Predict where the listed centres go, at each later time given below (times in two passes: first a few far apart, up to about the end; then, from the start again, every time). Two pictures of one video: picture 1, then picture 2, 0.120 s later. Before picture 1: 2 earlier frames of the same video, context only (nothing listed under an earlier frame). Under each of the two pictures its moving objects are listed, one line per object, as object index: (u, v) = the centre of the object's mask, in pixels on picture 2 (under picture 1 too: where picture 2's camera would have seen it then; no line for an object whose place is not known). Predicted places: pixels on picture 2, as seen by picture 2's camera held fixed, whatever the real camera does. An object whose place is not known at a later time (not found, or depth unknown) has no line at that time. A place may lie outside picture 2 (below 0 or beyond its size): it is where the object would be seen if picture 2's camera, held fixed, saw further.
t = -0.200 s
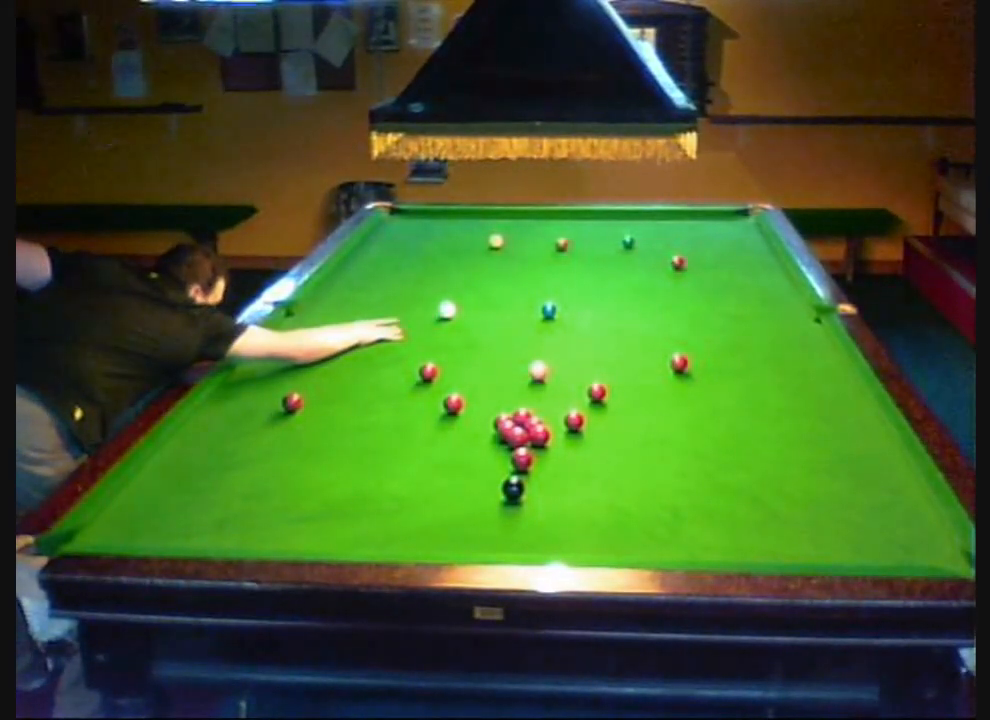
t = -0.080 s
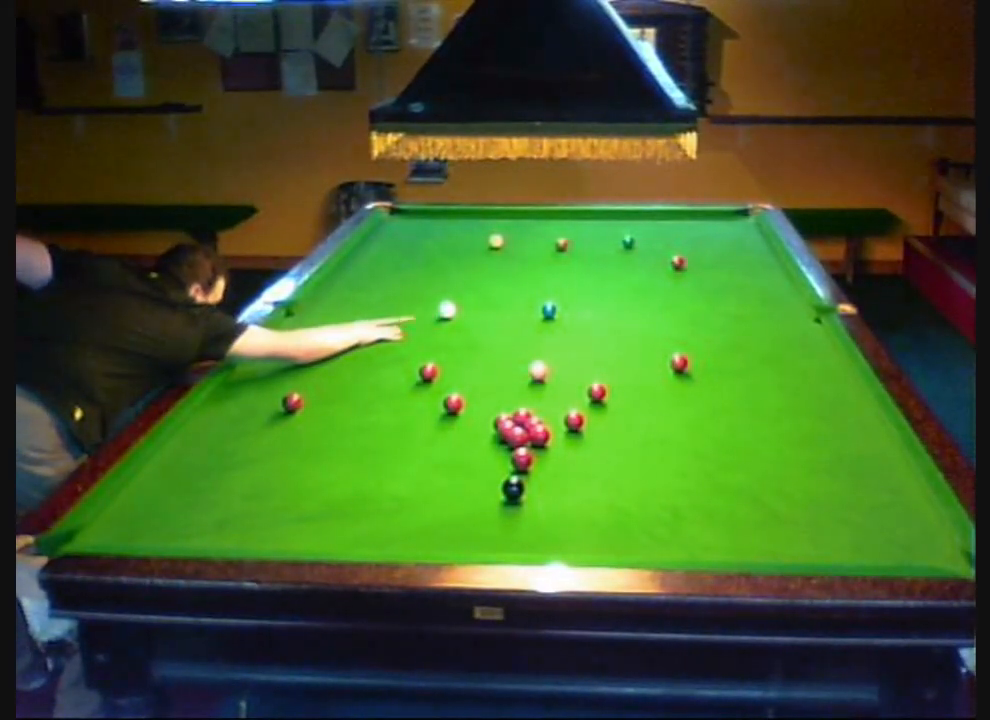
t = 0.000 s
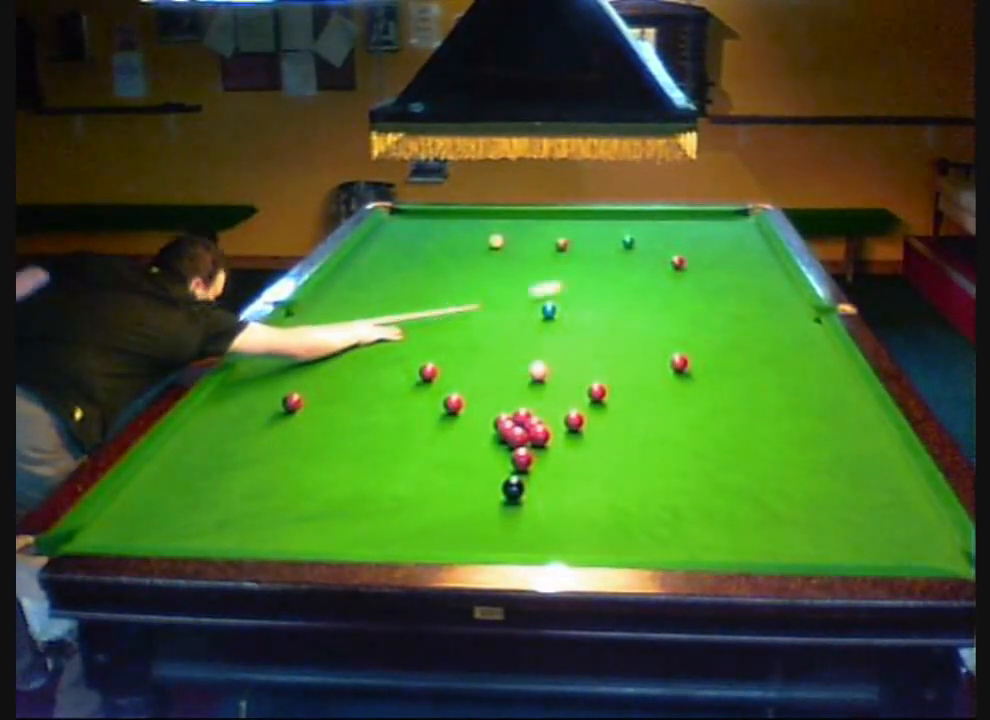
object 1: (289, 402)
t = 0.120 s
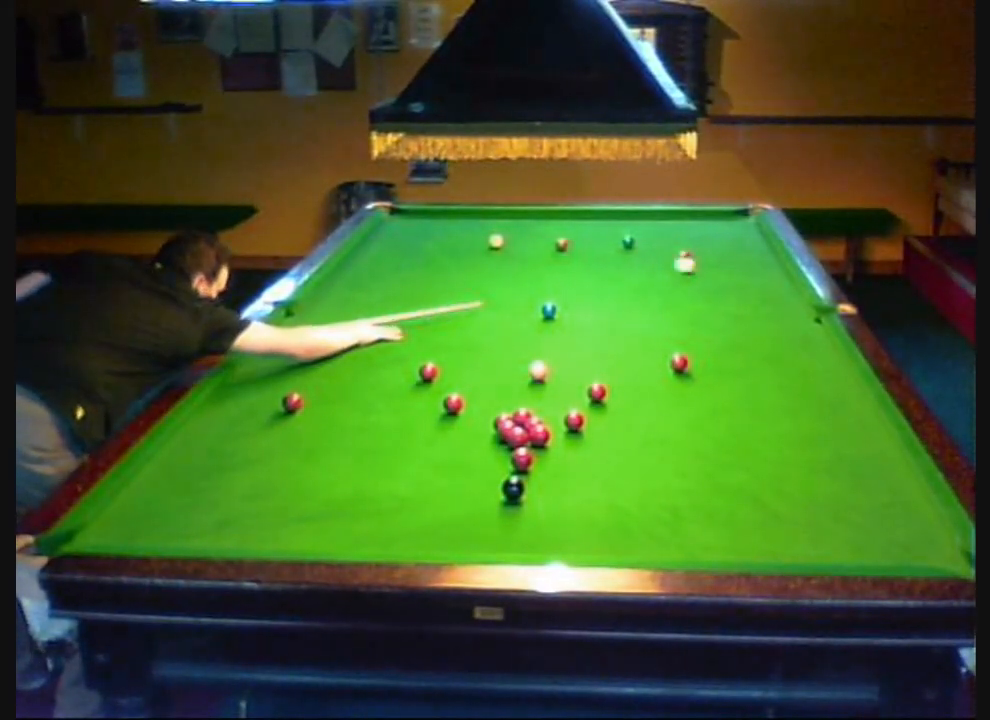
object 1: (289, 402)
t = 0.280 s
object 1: (289, 402)
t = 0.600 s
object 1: (289, 402)
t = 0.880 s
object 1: (289, 402)
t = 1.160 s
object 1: (289, 402)
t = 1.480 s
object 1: (289, 402)
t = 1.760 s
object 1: (289, 402)
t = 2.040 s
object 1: (288, 405)
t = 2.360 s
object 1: (286, 413)
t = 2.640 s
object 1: (285, 415)
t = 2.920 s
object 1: (288, 415)
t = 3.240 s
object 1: (284, 417)
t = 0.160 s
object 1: (289, 402)
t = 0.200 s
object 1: (289, 402)
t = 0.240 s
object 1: (289, 402)
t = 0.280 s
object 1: (289, 402)
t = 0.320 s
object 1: (289, 402)
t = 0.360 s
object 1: (289, 402)
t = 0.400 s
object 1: (289, 402)
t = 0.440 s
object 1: (289, 402)
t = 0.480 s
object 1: (289, 402)
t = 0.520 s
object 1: (289, 402)
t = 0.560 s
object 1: (289, 402)
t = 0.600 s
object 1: (289, 402)
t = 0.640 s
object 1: (289, 402)
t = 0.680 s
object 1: (289, 402)
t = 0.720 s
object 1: (289, 402)
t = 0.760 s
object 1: (289, 402)
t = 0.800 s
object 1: (289, 402)
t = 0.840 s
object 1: (289, 402)
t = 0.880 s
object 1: (289, 402)
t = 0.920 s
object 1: (289, 402)
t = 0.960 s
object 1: (289, 402)
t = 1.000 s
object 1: (289, 402)
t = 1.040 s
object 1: (289, 402)
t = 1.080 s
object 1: (289, 402)
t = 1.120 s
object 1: (289, 402)
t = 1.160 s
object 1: (289, 402)
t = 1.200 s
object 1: (289, 402)
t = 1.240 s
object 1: (289, 402)
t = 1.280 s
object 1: (289, 402)
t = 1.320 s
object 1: (289, 402)
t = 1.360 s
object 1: (289, 402)
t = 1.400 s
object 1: (289, 402)
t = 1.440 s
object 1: (289, 402)
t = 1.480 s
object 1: (289, 402)
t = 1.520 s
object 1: (289, 402)
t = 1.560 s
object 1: (289, 402)
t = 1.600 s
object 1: (289, 402)
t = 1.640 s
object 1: (289, 402)
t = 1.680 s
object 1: (289, 402)
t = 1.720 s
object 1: (289, 402)
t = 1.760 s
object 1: (289, 402)
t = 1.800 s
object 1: (289, 402)
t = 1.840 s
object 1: (289, 402)
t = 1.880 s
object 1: (289, 402)
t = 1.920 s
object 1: (288, 403)
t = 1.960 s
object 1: (291, 404)
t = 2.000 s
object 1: (291, 405)
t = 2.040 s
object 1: (288, 405)
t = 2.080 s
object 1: (287, 407)
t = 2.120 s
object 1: (287, 408)
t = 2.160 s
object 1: (286, 409)
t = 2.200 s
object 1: (288, 410)
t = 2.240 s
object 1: (285, 410)
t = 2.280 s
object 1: (287, 412)
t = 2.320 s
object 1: (286, 412)
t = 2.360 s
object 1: (286, 413)
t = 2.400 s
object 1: (285, 413)
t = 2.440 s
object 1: (285, 414)
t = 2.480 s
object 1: (284, 414)
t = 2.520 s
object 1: (285, 415)
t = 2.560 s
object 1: (285, 415)
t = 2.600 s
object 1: (285, 415)
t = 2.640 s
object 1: (285, 415)
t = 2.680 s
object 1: (285, 415)
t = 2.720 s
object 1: (285, 415)
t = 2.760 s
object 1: (285, 415)
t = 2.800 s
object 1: (286, 415)
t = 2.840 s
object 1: (287, 416)
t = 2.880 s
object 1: (288, 415)
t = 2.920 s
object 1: (288, 415)
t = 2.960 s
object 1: (286, 415)
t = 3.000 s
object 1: (286, 416)
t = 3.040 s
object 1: (286, 416)
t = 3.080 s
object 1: (284, 417)
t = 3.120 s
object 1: (284, 417)
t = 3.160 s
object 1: (284, 417)
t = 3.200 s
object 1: (284, 416)
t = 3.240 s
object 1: (284, 417)
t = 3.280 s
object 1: (283, 418)
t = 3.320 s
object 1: (283, 418)
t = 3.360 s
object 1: (284, 418)
